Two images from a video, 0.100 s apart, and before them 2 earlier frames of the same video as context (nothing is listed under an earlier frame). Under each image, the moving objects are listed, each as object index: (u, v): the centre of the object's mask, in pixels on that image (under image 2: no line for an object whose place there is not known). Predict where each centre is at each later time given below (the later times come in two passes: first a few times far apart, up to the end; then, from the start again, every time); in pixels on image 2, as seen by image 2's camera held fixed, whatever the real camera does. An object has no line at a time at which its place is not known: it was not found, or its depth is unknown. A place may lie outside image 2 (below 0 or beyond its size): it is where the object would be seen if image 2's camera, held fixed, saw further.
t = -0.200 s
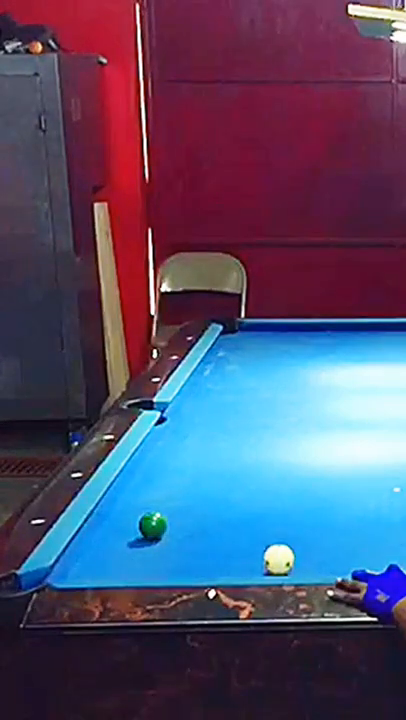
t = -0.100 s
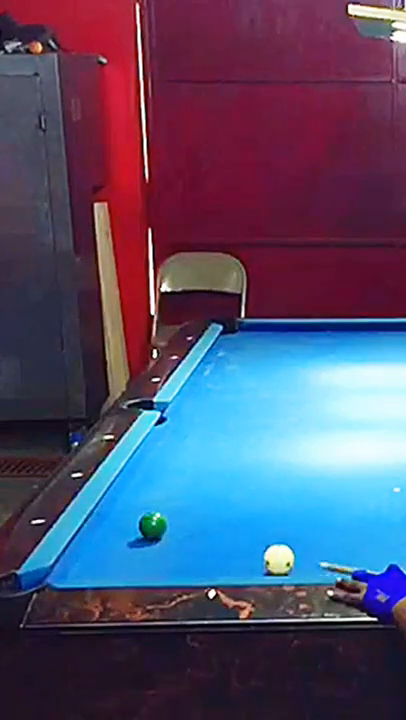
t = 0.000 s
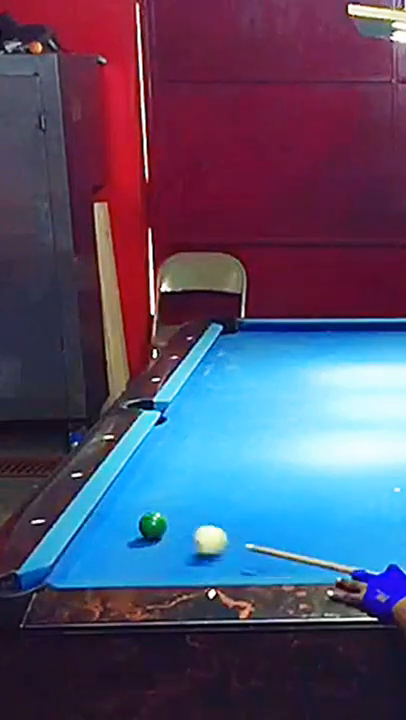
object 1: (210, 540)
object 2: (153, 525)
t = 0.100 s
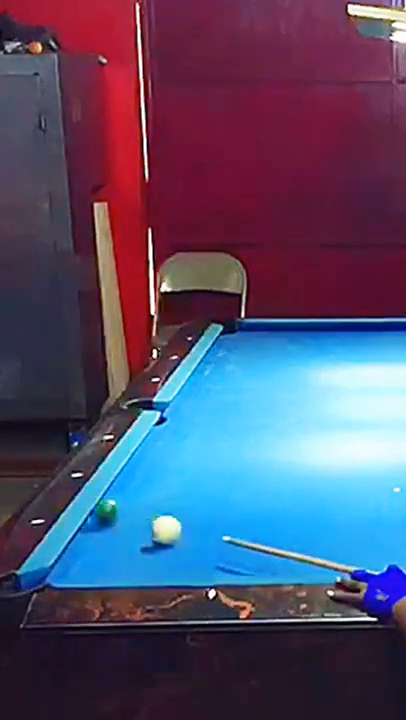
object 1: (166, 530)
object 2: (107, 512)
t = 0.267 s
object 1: (126, 520)
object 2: (181, 494)
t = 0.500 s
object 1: (130, 508)
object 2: (275, 476)
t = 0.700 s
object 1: (168, 499)
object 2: (346, 462)
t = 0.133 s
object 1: (161, 529)
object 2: (119, 508)
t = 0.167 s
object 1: (154, 527)
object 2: (136, 504)
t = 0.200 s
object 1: (145, 525)
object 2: (151, 501)
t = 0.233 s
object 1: (136, 522)
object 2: (166, 499)
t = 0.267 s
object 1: (126, 520)
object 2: (181, 494)
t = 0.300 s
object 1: (117, 518)
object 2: (195, 492)
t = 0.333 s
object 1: (109, 516)
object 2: (209, 489)
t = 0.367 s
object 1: (104, 514)
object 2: (223, 487)
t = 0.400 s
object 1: (110, 513)
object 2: (236, 483)
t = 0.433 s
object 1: (117, 511)
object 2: (249, 481)
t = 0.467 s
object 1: (124, 510)
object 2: (262, 479)
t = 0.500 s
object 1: (130, 508)
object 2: (275, 476)
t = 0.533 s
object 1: (137, 507)
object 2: (287, 474)
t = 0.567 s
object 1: (143, 505)
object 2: (299, 470)
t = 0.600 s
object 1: (149, 504)
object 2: (311, 468)
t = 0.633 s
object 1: (156, 502)
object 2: (324, 466)
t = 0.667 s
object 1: (161, 500)
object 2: (335, 464)
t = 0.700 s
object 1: (168, 499)
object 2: (346, 462)
